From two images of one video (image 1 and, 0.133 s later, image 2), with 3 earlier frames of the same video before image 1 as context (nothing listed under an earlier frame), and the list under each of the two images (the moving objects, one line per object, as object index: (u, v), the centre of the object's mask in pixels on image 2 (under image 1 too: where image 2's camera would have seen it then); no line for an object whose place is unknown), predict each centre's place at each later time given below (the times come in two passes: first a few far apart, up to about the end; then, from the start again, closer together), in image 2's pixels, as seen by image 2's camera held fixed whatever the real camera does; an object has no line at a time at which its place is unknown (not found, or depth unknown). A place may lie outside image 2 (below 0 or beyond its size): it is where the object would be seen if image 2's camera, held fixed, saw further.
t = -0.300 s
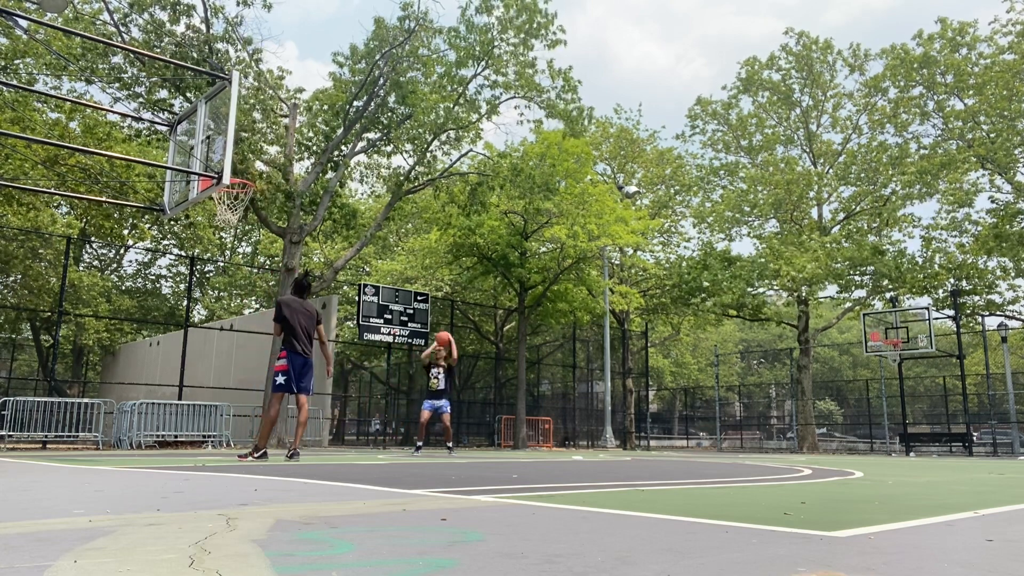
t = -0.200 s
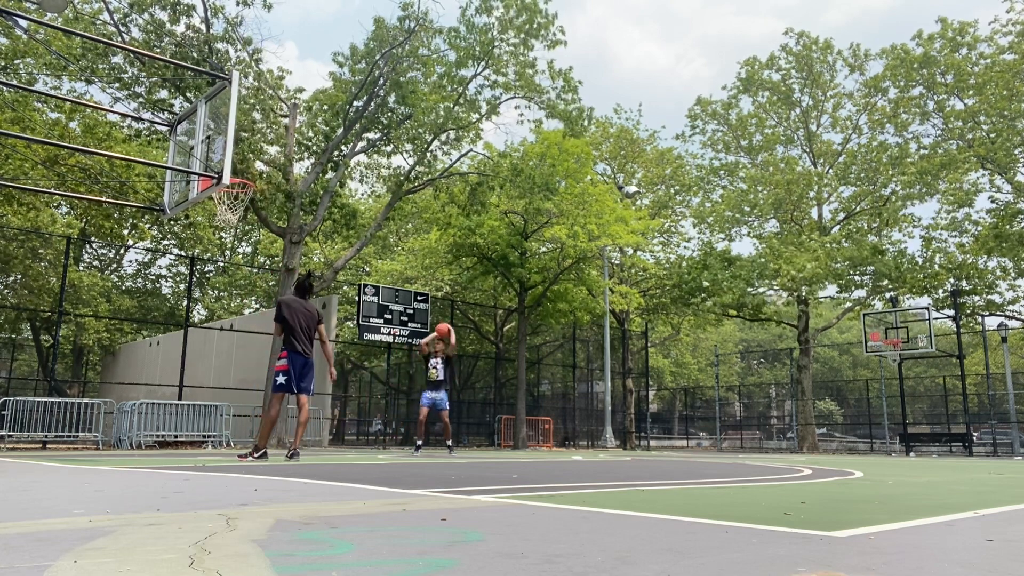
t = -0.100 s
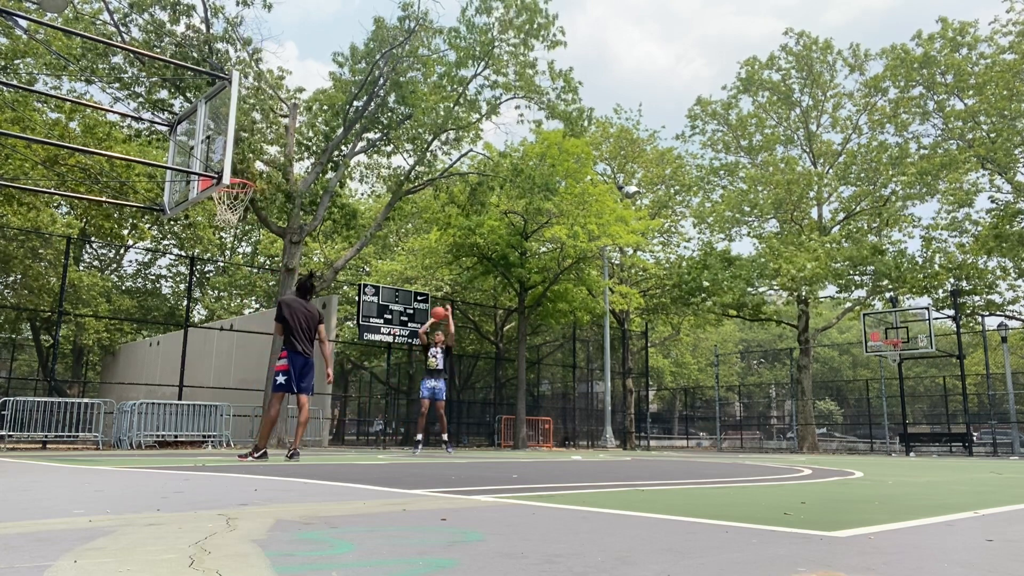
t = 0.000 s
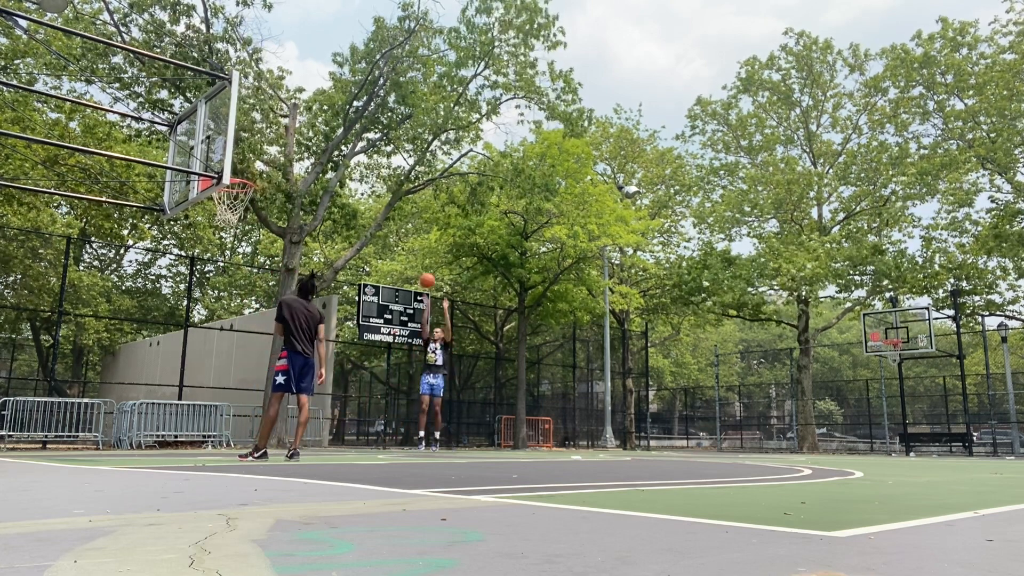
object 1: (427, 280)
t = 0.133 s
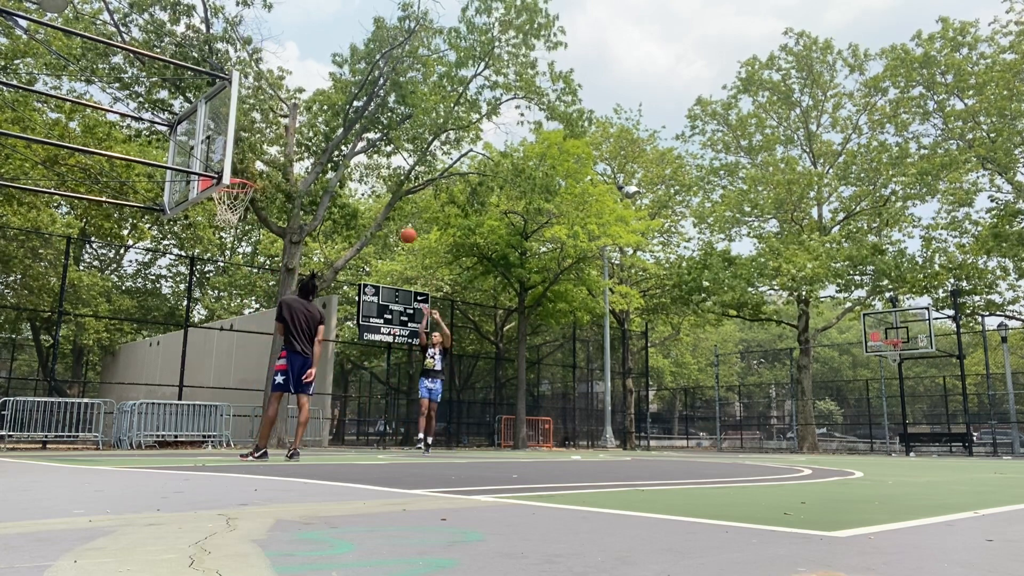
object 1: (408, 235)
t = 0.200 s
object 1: (398, 215)
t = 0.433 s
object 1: (359, 162)
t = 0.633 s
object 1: (320, 139)
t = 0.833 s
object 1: (271, 141)
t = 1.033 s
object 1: (216, 164)
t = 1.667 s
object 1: (239, 75)
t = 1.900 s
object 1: (240, 128)
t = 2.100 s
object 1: (236, 187)
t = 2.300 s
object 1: (233, 252)
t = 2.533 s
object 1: (227, 395)
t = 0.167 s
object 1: (403, 226)
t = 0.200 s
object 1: (398, 215)
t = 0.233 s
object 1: (393, 206)
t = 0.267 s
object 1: (388, 197)
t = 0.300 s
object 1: (382, 190)
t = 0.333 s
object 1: (376, 182)
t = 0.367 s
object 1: (371, 175)
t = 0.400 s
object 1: (365, 169)
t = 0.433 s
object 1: (359, 162)
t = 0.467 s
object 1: (353, 157)
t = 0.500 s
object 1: (347, 152)
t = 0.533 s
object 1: (340, 148)
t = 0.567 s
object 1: (333, 144)
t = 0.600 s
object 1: (327, 141)
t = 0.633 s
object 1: (320, 139)
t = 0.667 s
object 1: (312, 138)
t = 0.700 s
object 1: (305, 137)
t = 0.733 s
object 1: (297, 136)
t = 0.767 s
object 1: (289, 137)
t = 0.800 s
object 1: (279, 139)
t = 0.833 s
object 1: (271, 141)
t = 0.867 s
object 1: (262, 144)
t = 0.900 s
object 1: (252, 149)
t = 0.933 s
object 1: (243, 154)
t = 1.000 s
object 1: (218, 165)
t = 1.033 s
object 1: (216, 164)
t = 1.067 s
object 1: (218, 156)
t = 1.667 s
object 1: (239, 75)
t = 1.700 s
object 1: (242, 83)
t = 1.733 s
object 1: (242, 88)
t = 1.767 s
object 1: (242, 94)
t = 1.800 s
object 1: (241, 102)
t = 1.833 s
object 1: (241, 110)
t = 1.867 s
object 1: (241, 119)
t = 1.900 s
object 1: (240, 128)
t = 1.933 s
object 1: (240, 138)
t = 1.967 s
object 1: (239, 151)
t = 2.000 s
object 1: (238, 164)
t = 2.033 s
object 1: (238, 174)
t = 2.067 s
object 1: (238, 180)
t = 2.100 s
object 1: (236, 187)
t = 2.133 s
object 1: (235, 195)
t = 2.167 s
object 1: (234, 203)
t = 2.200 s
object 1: (234, 214)
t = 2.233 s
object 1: (234, 225)
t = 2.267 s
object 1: (234, 238)
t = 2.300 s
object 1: (233, 252)
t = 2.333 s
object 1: (233, 268)
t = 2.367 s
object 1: (232, 285)
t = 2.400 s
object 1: (232, 303)
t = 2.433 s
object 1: (230, 324)
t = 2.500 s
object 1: (228, 369)
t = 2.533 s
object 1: (227, 395)
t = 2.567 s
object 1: (225, 422)
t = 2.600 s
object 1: (224, 451)
